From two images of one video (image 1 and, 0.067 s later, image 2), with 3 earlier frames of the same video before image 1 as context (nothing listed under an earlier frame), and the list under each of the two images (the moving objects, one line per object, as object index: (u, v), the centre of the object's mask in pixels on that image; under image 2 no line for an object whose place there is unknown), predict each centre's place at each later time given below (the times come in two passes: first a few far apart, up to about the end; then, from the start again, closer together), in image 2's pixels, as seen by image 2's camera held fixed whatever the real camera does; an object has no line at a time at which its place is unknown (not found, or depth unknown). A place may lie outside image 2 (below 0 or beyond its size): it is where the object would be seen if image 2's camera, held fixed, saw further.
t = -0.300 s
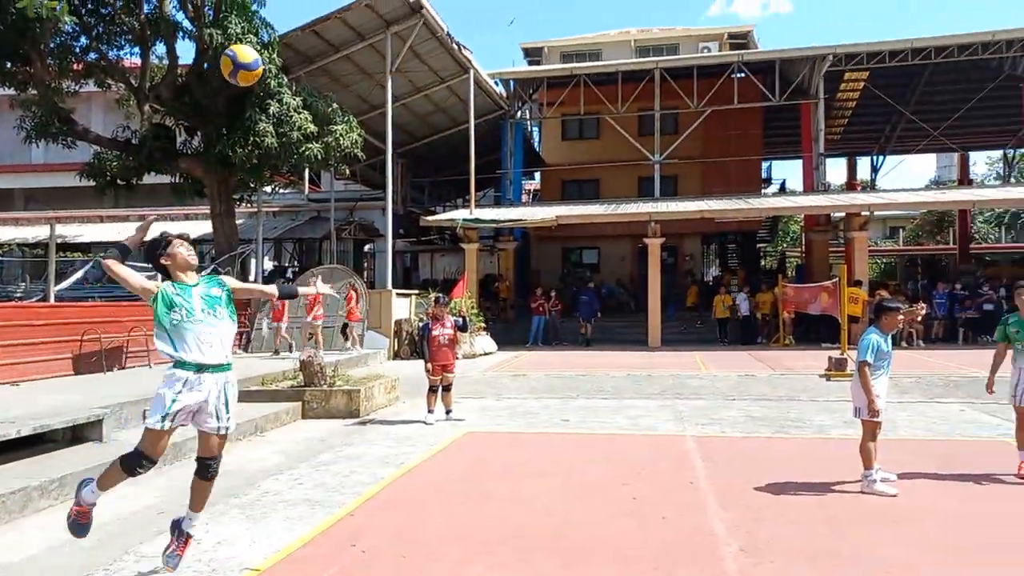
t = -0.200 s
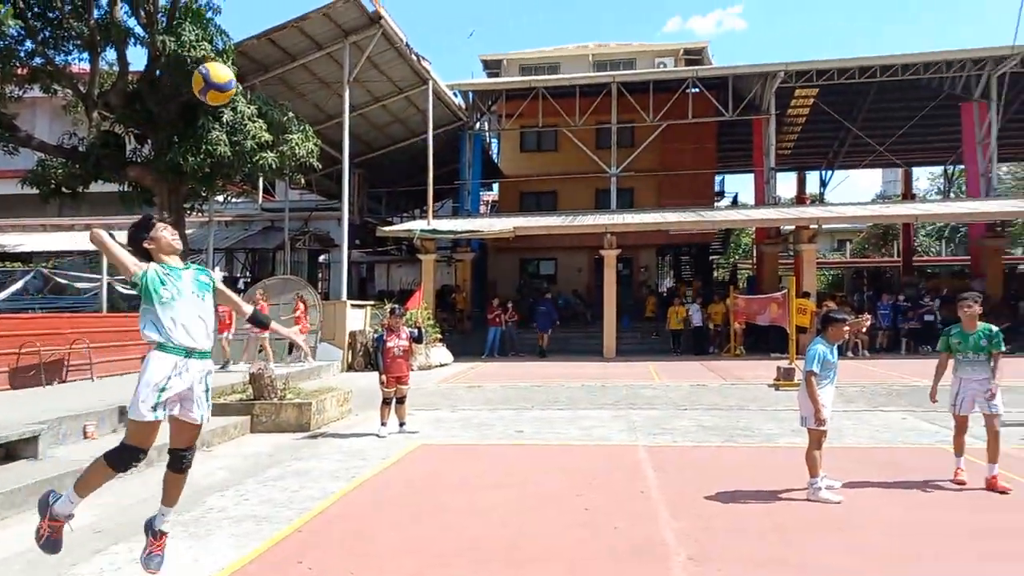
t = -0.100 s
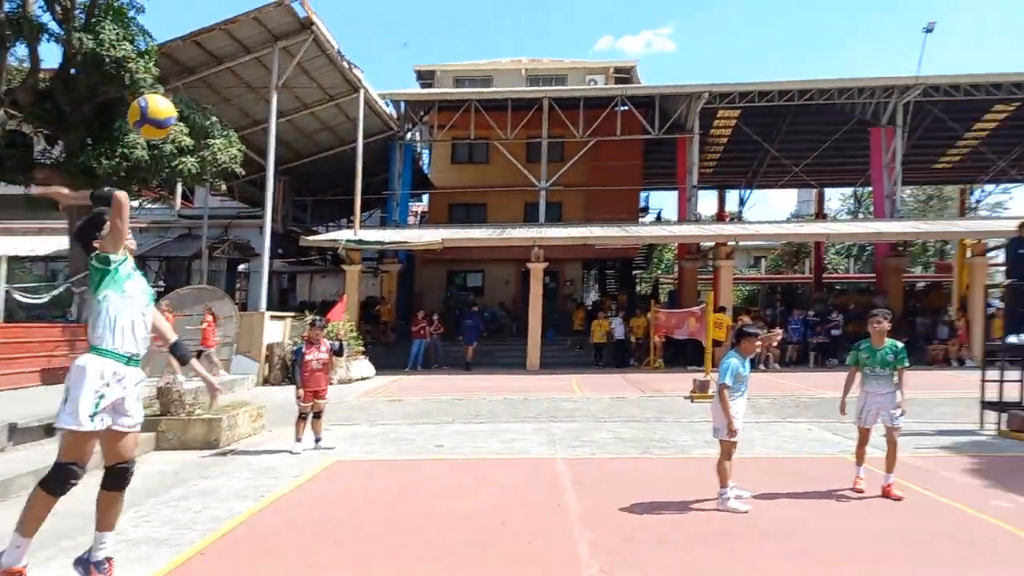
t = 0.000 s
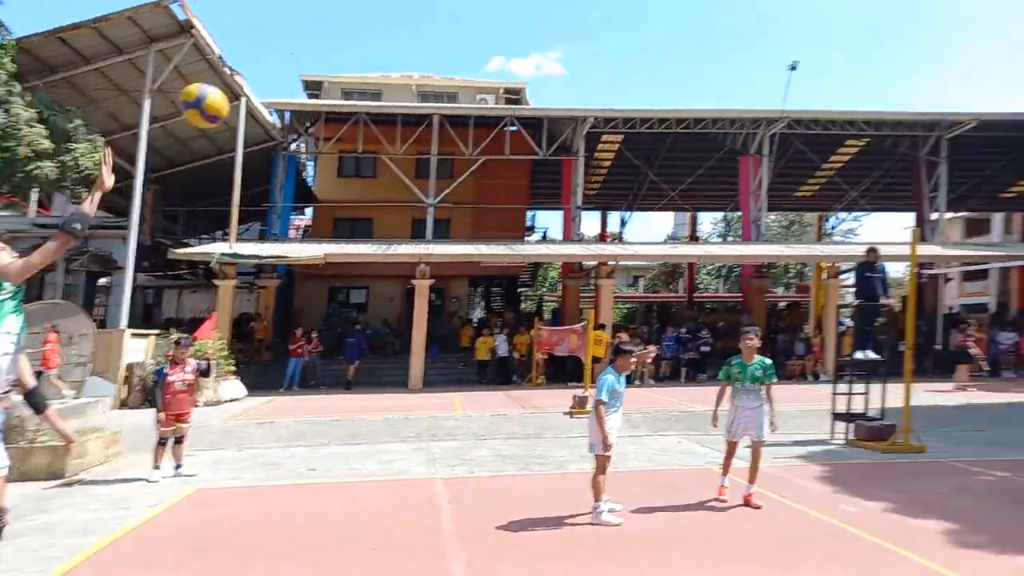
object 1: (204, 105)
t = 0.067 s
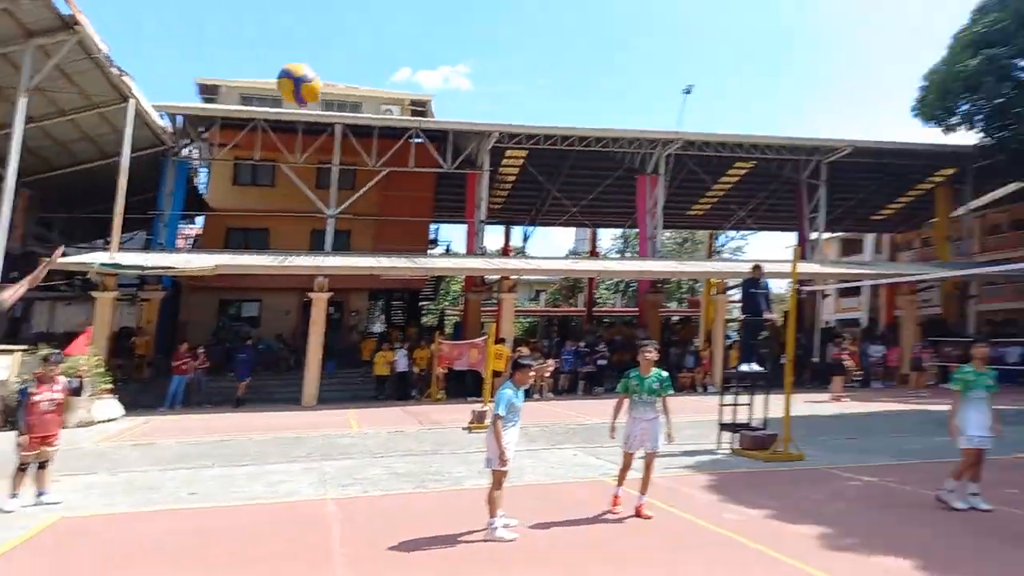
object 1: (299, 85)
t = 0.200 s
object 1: (626, 69)
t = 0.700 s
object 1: (1336, 201)
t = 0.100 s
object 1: (392, 78)
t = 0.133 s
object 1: (477, 72)
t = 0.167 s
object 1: (555, 70)
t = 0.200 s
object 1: (626, 69)
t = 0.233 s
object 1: (691, 72)
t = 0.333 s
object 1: (858, 85)
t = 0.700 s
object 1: (1336, 201)
